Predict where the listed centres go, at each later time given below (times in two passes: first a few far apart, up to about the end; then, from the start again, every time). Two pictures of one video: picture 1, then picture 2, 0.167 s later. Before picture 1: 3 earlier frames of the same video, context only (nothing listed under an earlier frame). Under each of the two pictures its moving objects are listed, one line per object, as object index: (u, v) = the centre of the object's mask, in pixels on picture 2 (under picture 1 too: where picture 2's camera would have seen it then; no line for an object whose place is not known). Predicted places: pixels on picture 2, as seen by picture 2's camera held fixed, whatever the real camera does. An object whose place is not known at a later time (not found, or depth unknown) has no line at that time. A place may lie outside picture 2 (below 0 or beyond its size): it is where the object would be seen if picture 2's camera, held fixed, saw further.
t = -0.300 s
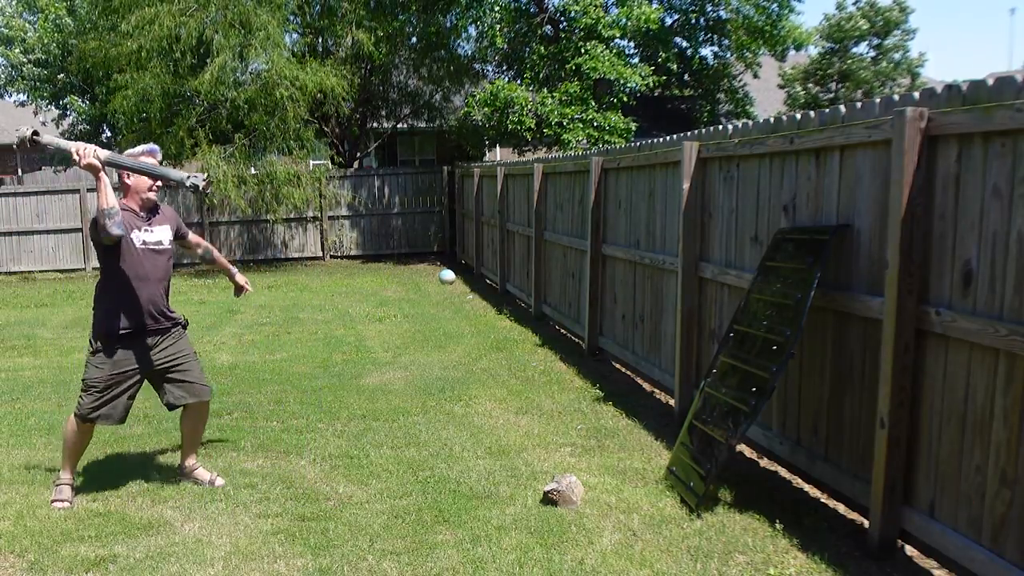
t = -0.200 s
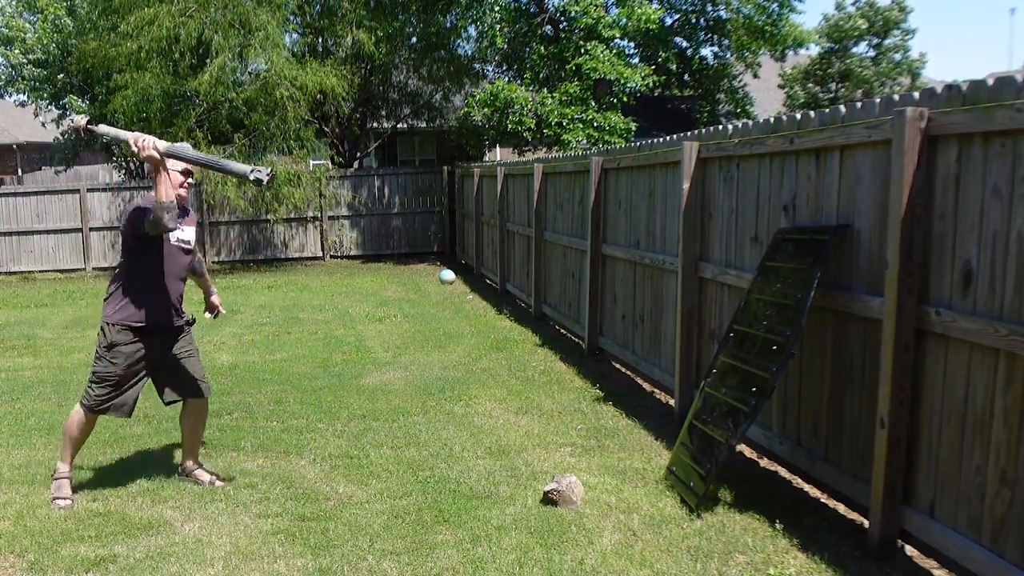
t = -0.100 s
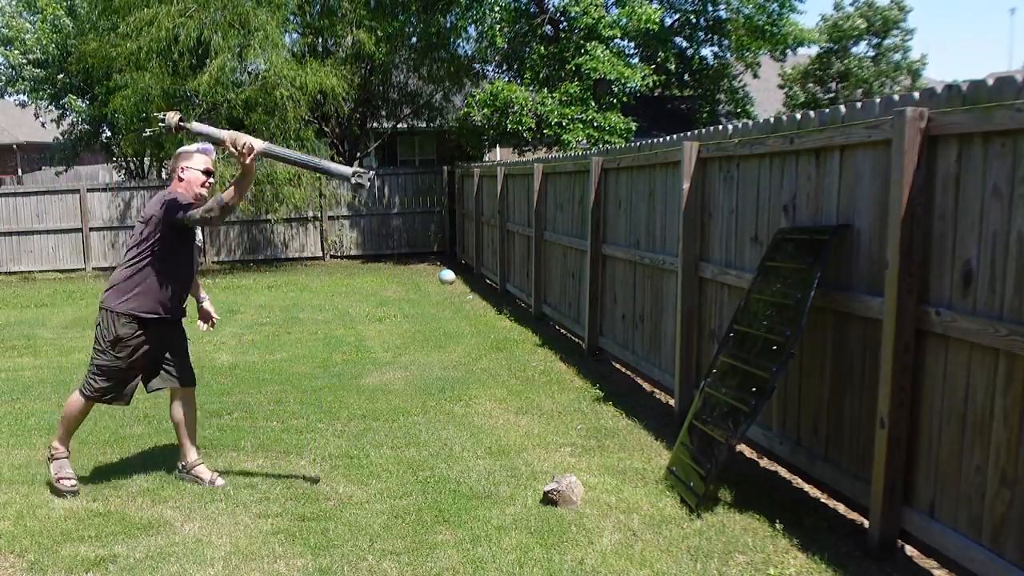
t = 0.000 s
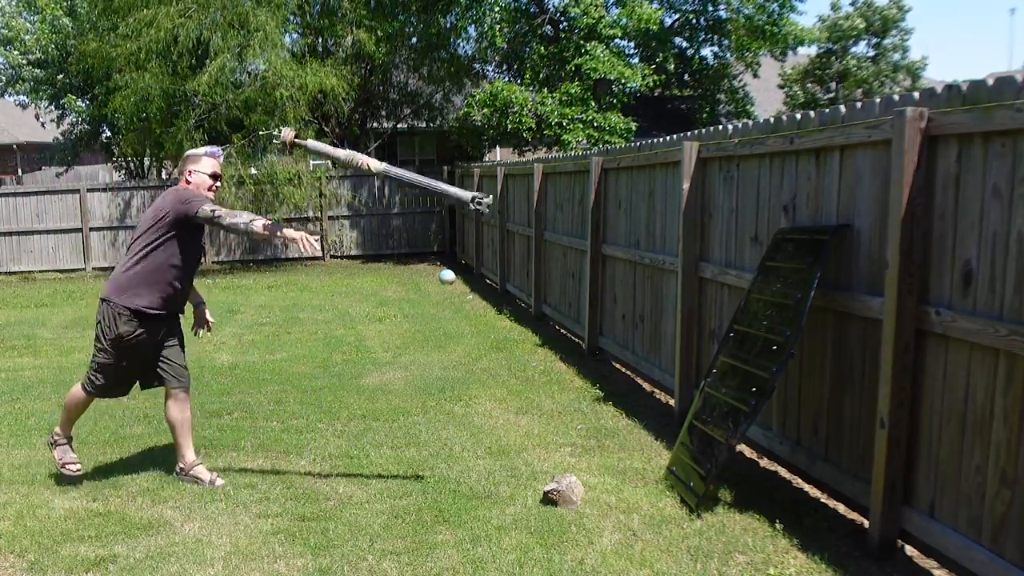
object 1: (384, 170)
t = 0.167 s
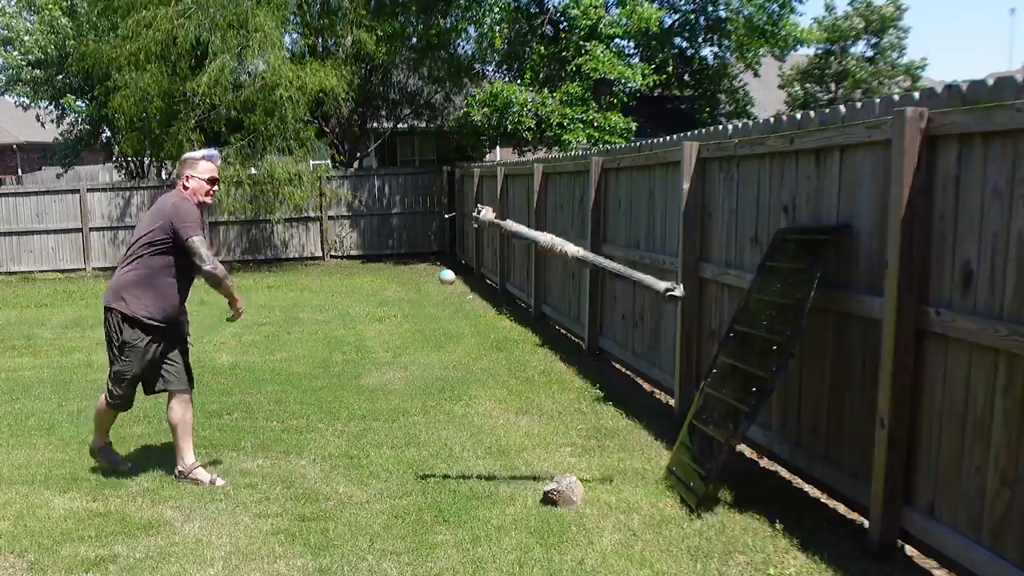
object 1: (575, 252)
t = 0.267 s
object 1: (674, 322)
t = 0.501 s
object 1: (663, 469)
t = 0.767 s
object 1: (604, 485)
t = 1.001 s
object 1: (587, 494)
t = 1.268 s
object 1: (600, 504)
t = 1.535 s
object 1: (598, 504)
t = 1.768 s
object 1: (597, 505)
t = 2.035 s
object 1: (597, 504)
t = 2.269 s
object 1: (597, 504)
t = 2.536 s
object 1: (598, 504)
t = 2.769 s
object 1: (598, 504)
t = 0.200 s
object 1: (616, 277)
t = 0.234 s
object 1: (665, 308)
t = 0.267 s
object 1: (674, 322)
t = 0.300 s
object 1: (680, 338)
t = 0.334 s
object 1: (687, 359)
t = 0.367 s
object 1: (685, 379)
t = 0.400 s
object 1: (681, 400)
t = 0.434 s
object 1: (677, 422)
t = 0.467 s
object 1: (669, 445)
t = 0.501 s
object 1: (663, 469)
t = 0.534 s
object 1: (662, 480)
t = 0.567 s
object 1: (656, 479)
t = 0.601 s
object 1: (645, 482)
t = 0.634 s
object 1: (632, 486)
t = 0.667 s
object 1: (625, 486)
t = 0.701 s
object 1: (615, 486)
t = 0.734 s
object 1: (608, 485)
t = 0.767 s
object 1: (604, 485)
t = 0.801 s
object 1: (599, 486)
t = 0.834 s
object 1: (593, 488)
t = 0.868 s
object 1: (590, 489)
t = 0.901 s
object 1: (586, 490)
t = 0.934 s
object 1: (584, 491)
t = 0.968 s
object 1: (587, 492)
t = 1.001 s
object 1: (587, 494)
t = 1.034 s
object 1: (587, 496)
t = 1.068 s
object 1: (591, 497)
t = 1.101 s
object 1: (593, 500)
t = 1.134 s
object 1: (597, 503)
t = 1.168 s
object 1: (598, 504)
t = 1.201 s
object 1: (599, 504)
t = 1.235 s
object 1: (600, 504)
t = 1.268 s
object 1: (600, 504)
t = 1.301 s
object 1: (600, 504)
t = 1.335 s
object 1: (600, 504)
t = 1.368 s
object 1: (599, 504)
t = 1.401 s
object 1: (598, 505)
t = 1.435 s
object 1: (598, 505)
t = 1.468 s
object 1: (598, 505)
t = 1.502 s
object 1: (598, 505)
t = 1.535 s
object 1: (598, 504)
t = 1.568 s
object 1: (598, 504)
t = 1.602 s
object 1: (598, 505)
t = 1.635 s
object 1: (598, 505)
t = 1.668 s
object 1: (598, 505)
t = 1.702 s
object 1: (598, 505)
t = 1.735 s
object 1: (598, 504)
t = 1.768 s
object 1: (597, 505)
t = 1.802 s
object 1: (596, 505)
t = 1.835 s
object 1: (595, 506)
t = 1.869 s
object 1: (595, 506)
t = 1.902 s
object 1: (595, 506)
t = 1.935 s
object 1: (596, 505)
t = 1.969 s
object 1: (596, 505)
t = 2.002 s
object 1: (596, 505)
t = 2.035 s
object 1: (597, 504)
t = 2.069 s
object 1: (597, 504)
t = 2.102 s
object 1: (597, 504)
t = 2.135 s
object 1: (598, 504)
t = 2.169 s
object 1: (597, 504)
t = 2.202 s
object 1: (597, 504)
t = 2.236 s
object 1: (597, 504)
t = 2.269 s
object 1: (597, 504)
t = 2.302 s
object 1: (598, 504)
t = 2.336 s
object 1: (598, 504)
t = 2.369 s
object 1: (598, 504)
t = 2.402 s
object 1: (598, 504)
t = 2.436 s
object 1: (598, 504)
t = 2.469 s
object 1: (598, 504)
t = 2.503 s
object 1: (598, 504)
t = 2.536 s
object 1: (598, 504)
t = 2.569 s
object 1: (598, 504)
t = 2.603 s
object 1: (598, 504)
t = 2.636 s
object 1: (598, 504)
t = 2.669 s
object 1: (598, 504)
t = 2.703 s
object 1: (598, 504)
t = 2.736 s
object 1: (598, 504)
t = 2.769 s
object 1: (598, 504)
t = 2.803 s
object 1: (598, 504)
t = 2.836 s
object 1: (598, 504)
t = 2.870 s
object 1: (598, 504)
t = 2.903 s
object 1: (598, 504)
